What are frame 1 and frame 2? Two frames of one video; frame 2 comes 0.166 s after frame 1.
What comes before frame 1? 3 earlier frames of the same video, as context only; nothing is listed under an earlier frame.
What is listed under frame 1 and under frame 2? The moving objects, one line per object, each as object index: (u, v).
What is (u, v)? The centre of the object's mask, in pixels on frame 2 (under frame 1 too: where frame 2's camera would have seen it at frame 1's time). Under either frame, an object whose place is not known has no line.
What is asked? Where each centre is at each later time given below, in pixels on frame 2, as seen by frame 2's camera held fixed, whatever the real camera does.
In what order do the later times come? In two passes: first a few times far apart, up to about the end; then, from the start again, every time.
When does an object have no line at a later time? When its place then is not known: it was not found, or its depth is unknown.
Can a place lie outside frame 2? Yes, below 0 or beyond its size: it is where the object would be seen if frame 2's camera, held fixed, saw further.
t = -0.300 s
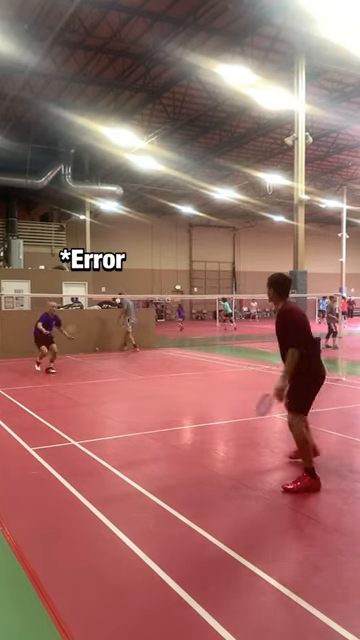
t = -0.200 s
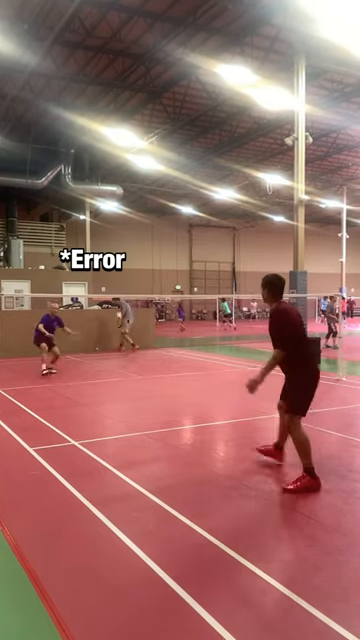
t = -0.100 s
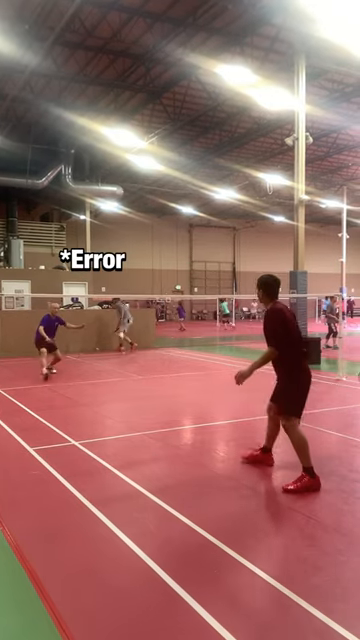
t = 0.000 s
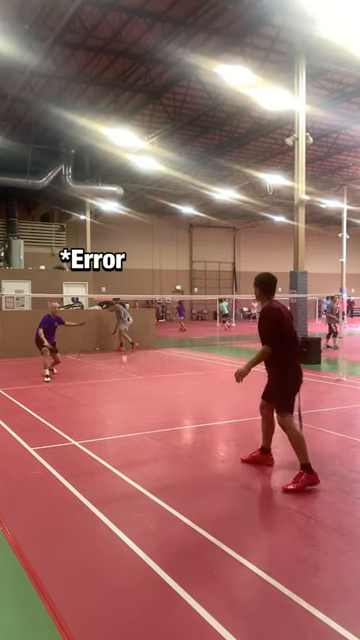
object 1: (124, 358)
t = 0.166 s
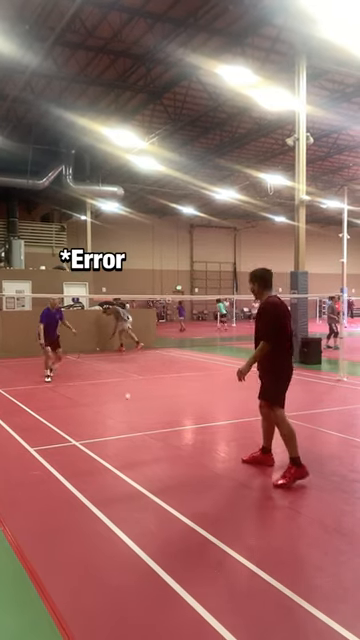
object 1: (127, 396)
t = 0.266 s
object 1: (128, 393)
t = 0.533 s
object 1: (134, 402)
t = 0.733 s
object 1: (133, 402)
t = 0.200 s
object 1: (129, 395)
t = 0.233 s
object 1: (129, 394)
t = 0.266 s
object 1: (128, 393)
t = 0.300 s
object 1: (128, 392)
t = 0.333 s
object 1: (128, 391)
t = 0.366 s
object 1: (128, 389)
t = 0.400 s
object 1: (129, 391)
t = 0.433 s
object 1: (131, 393)
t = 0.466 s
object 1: (132, 396)
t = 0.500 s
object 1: (133, 402)
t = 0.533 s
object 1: (134, 402)
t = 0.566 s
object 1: (133, 401)
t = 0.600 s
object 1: (134, 400)
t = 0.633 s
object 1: (134, 402)
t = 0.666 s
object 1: (133, 402)
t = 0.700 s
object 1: (134, 402)
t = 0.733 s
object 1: (133, 402)
